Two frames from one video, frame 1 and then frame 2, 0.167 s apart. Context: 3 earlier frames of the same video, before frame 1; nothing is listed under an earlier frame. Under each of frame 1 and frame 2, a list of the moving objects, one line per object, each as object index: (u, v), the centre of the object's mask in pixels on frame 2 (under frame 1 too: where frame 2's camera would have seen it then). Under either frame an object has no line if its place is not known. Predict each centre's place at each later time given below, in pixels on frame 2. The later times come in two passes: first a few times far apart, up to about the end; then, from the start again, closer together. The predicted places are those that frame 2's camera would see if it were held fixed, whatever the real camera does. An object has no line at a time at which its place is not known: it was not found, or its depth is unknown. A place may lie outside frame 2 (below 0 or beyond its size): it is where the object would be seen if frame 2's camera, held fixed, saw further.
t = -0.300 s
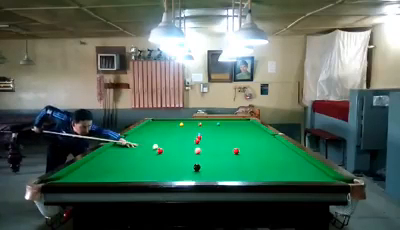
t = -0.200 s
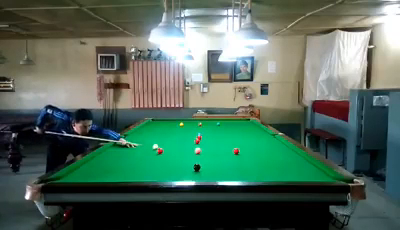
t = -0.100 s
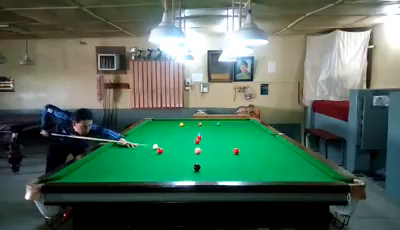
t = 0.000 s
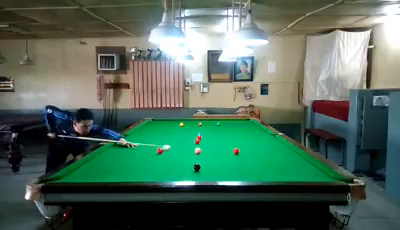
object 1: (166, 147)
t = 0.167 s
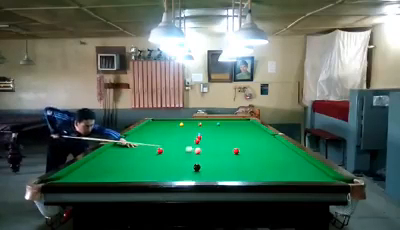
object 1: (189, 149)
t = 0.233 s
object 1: (195, 149)
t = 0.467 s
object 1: (210, 149)
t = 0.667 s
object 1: (222, 148)
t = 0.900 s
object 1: (236, 146)
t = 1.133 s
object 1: (248, 146)
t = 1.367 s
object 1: (260, 146)
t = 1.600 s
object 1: (271, 145)
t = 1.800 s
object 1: (280, 145)
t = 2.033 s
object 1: (278, 144)
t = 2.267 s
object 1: (271, 144)
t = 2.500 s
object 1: (264, 144)
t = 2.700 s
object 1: (259, 144)
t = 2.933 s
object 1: (254, 144)
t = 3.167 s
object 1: (249, 143)
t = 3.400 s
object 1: (246, 143)
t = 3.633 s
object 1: (242, 143)
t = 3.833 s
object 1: (240, 143)
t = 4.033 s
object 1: (238, 143)
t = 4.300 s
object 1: (236, 143)
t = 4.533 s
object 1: (235, 143)
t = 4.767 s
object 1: (234, 143)
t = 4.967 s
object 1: (234, 143)
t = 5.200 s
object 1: (234, 143)
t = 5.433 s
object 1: (234, 143)
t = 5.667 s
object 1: (234, 143)
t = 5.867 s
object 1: (234, 143)
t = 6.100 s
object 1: (234, 143)
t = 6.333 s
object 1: (234, 143)
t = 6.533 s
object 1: (234, 143)
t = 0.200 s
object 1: (192, 149)
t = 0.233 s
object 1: (195, 149)
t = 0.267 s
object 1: (197, 149)
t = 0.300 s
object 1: (199, 149)
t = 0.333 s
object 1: (201, 149)
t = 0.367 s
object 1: (203, 149)
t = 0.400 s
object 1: (205, 149)
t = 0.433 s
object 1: (208, 149)
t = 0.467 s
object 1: (210, 149)
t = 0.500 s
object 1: (212, 149)
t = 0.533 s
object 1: (214, 149)
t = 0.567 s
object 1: (216, 149)
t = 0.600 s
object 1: (218, 148)
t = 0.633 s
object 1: (220, 148)
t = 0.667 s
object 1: (222, 148)
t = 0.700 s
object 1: (224, 148)
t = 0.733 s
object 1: (226, 148)
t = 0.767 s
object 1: (228, 148)
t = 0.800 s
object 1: (230, 147)
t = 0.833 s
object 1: (232, 147)
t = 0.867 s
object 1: (234, 147)
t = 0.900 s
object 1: (236, 146)
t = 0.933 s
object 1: (237, 146)
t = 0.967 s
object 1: (239, 147)
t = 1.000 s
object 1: (241, 147)
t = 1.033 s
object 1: (243, 147)
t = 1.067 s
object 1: (245, 147)
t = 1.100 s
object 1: (246, 147)
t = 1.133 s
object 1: (248, 146)
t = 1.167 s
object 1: (250, 146)
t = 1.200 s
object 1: (252, 146)
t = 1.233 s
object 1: (254, 146)
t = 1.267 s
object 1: (256, 146)
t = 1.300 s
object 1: (257, 146)
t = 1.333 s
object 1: (259, 146)
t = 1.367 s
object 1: (260, 146)
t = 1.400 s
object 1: (262, 146)
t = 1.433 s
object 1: (264, 146)
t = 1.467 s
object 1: (265, 146)
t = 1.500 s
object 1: (267, 146)
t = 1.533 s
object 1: (268, 145)
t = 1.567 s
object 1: (270, 145)
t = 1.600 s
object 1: (271, 145)
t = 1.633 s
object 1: (273, 145)
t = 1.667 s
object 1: (274, 145)
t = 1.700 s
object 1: (276, 145)
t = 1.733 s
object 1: (277, 145)
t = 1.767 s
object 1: (279, 145)
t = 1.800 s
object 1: (280, 145)
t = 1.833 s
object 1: (282, 144)
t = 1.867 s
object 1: (283, 145)
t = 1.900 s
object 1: (283, 145)
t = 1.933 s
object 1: (282, 145)
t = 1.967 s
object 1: (280, 144)
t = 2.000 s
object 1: (280, 144)
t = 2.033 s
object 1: (278, 144)
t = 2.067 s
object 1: (278, 144)
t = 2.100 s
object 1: (276, 144)
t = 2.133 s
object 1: (275, 144)
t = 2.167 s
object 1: (274, 144)
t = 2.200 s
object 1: (273, 144)
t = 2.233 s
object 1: (272, 144)
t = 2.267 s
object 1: (271, 144)
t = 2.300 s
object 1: (271, 144)
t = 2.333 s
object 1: (269, 144)
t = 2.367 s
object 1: (268, 144)
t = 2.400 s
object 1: (267, 144)
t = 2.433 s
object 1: (266, 144)
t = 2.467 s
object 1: (266, 144)
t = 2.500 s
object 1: (264, 144)
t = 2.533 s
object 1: (263, 144)
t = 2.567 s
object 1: (263, 144)
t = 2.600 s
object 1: (262, 144)
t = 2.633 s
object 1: (261, 144)
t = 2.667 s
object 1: (260, 144)
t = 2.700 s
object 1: (259, 144)
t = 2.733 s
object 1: (259, 144)
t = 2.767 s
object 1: (258, 143)
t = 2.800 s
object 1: (257, 143)
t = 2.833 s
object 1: (256, 143)
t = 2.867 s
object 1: (256, 143)
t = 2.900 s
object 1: (255, 144)
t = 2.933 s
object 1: (254, 144)
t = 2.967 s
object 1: (253, 143)
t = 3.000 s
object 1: (253, 143)
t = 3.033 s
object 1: (252, 144)
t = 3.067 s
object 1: (252, 143)
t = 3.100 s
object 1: (251, 143)
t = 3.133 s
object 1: (250, 144)
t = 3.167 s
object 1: (249, 143)
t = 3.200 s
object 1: (249, 143)
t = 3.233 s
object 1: (248, 143)
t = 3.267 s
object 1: (247, 143)
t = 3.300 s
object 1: (247, 143)
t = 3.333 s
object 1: (247, 143)
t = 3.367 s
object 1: (246, 143)
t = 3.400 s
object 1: (246, 143)
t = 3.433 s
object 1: (245, 143)
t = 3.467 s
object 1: (245, 143)
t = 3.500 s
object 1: (244, 143)
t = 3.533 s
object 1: (244, 143)
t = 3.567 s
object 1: (243, 143)
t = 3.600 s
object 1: (243, 143)
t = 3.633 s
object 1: (242, 143)
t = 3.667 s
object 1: (242, 143)
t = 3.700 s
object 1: (241, 143)
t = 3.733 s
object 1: (241, 143)
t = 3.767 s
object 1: (241, 143)
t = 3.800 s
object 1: (240, 143)
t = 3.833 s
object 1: (240, 143)
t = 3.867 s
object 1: (239, 143)
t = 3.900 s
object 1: (239, 143)
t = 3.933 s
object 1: (239, 143)
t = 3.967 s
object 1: (238, 143)
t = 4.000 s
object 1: (238, 143)
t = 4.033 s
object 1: (238, 143)
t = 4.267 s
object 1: (234, 142)
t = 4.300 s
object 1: (236, 143)
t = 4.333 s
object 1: (235, 143)
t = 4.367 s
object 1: (235, 143)
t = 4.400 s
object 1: (235, 143)
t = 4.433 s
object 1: (235, 143)
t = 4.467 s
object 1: (235, 143)
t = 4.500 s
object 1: (235, 143)
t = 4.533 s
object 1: (235, 143)
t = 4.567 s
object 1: (235, 143)
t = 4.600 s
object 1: (235, 143)
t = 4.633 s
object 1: (234, 143)
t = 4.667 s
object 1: (234, 143)
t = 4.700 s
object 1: (234, 143)
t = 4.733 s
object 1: (234, 143)
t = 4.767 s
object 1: (234, 143)
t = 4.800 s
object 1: (234, 143)
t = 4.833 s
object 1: (234, 143)
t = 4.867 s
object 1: (234, 143)
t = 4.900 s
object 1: (234, 143)
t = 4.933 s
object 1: (234, 143)
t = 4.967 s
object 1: (234, 143)
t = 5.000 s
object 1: (234, 143)
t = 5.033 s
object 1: (234, 143)
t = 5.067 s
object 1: (234, 143)
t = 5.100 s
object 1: (234, 143)
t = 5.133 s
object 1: (234, 143)
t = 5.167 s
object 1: (234, 143)
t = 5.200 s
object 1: (234, 143)
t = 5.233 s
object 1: (234, 143)
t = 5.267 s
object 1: (234, 143)
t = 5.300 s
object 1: (234, 143)
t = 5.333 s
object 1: (234, 143)
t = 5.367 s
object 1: (234, 143)
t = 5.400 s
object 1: (234, 143)
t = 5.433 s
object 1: (234, 143)
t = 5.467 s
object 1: (234, 143)
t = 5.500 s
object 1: (234, 143)
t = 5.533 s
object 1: (234, 143)
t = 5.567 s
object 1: (234, 143)
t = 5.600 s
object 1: (234, 143)
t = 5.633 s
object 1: (234, 143)
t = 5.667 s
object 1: (234, 143)
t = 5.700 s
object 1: (234, 143)
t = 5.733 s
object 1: (234, 143)
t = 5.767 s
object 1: (234, 143)
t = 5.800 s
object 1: (234, 143)
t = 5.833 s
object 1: (234, 143)
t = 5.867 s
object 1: (234, 143)
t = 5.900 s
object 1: (234, 143)
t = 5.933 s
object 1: (234, 143)
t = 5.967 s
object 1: (234, 143)
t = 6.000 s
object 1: (234, 143)
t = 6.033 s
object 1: (234, 143)
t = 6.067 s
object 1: (234, 143)
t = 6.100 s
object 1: (234, 143)
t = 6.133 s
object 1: (234, 143)
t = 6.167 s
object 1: (234, 143)
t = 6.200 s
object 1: (234, 143)
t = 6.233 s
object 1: (234, 143)
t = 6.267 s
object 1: (234, 143)
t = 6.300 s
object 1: (234, 143)
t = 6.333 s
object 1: (234, 143)
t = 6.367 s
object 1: (234, 143)
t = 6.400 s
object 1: (234, 143)
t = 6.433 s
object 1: (234, 143)
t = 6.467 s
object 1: (234, 143)
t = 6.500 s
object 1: (234, 143)
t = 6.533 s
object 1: (234, 143)
